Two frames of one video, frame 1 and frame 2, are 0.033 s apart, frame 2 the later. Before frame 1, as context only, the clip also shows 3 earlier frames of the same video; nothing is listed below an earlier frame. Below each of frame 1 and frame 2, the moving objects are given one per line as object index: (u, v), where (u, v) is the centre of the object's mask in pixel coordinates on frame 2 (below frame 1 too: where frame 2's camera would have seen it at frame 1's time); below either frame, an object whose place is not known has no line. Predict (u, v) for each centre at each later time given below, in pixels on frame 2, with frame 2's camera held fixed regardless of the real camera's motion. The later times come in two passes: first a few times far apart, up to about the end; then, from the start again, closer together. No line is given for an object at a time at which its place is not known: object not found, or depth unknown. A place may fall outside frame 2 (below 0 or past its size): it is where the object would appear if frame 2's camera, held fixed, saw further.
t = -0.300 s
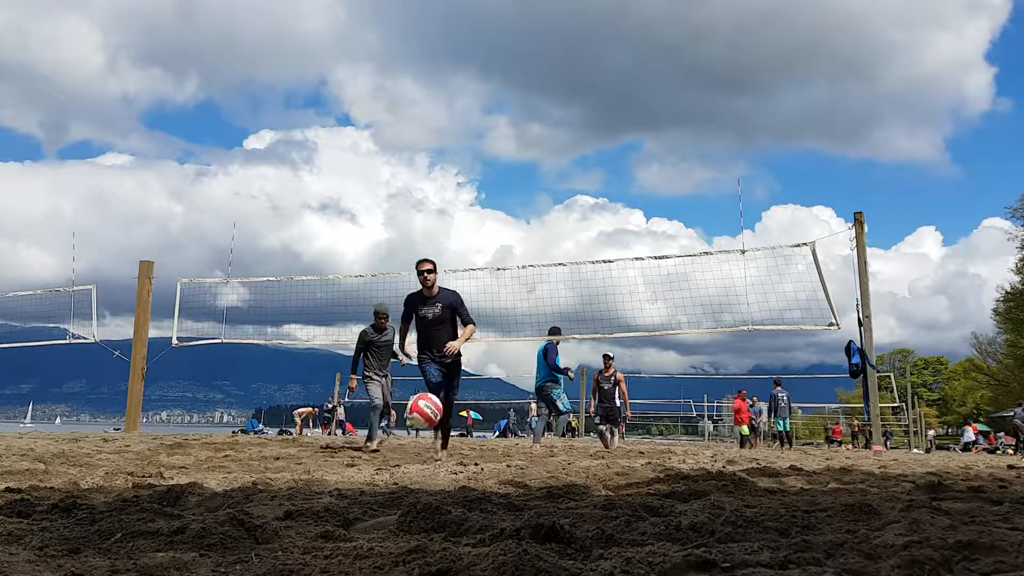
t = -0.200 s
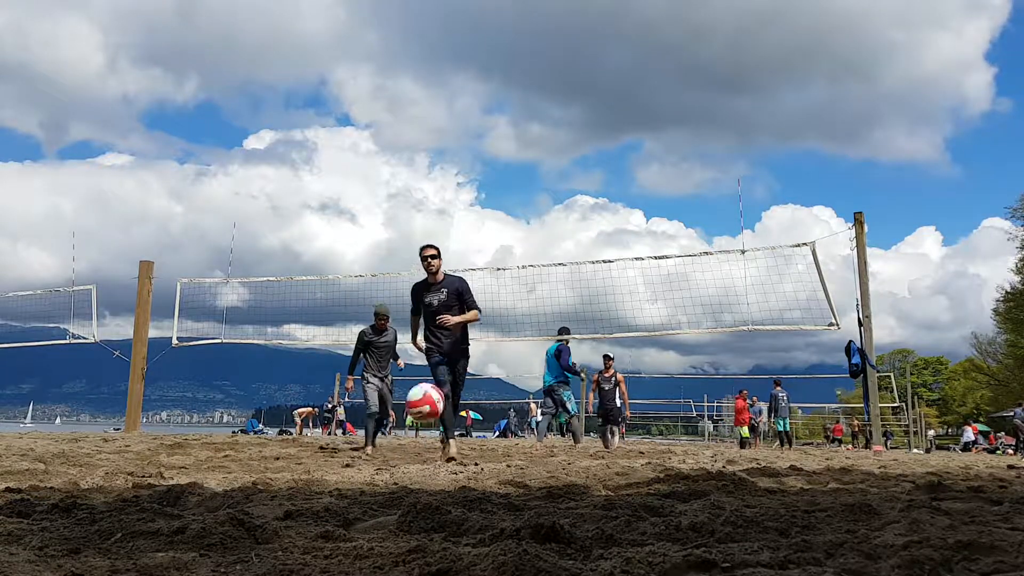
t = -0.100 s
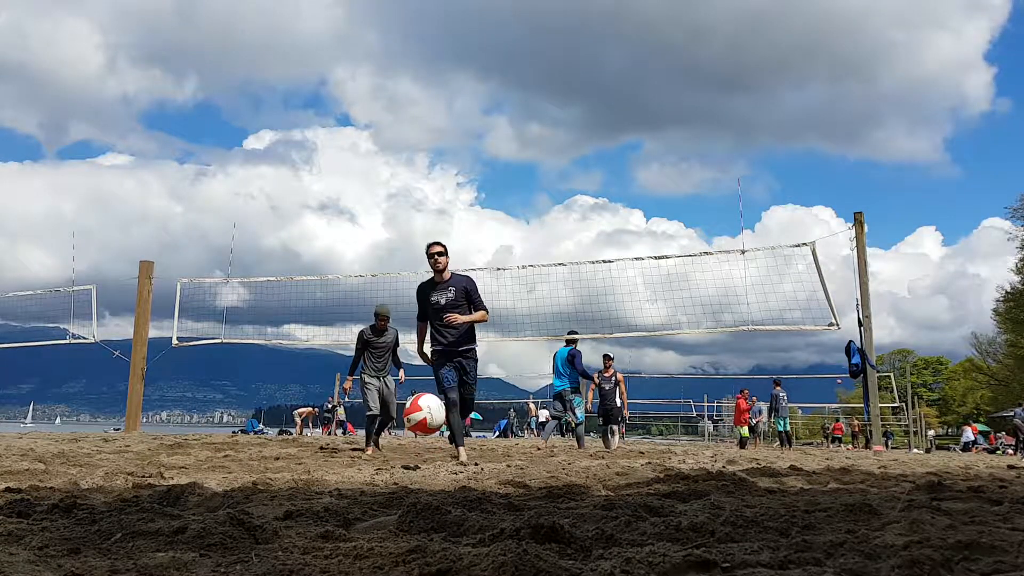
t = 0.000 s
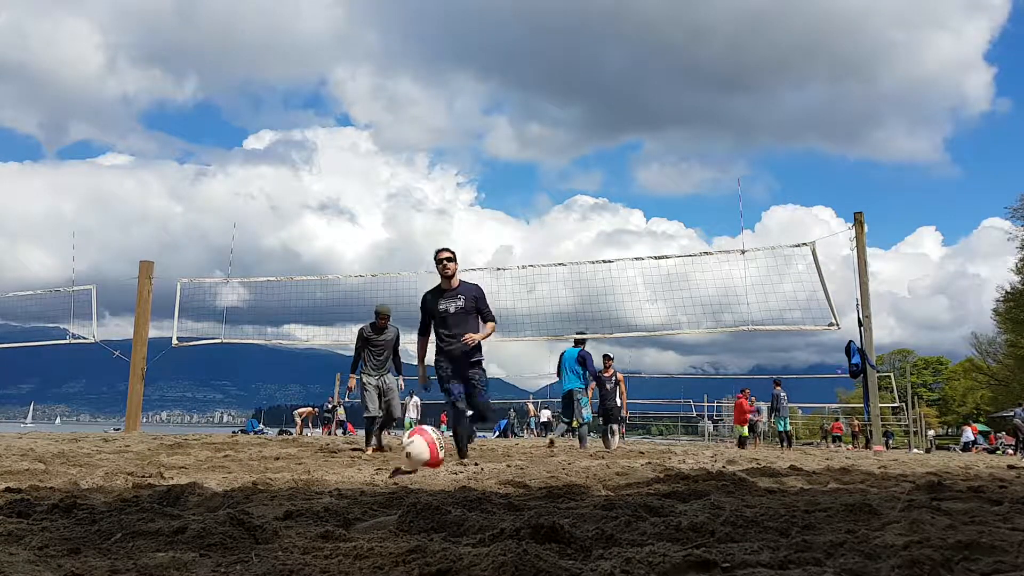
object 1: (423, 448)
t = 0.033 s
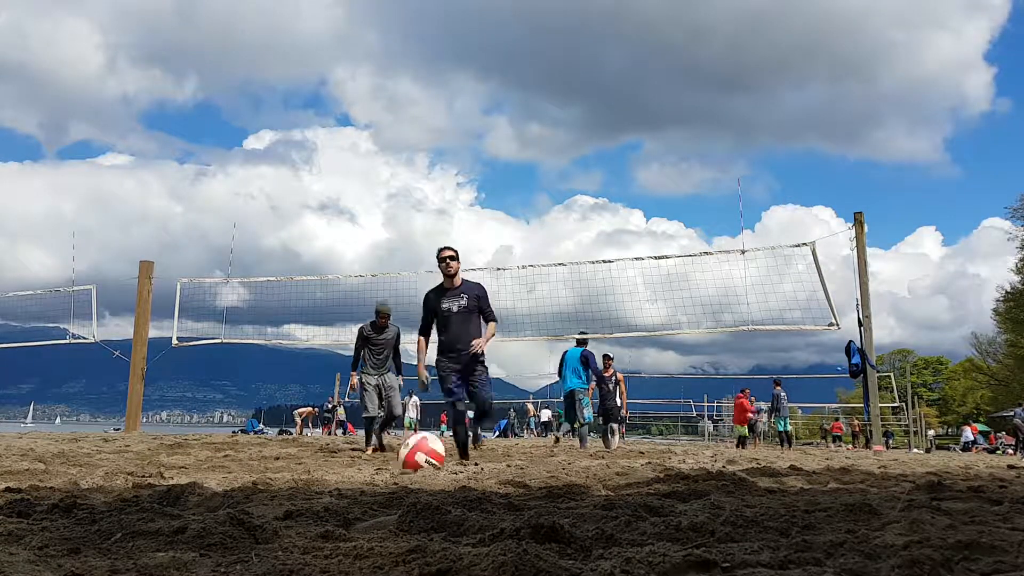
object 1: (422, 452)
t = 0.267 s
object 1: (378, 441)
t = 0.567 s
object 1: (294, 445)
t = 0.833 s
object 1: (200, 459)
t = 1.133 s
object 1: (94, 452)
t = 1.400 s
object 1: (37, 459)
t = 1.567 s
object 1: (23, 464)
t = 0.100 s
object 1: (411, 440)
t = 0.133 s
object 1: (405, 435)
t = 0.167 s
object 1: (399, 431)
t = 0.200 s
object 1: (392, 432)
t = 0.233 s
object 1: (386, 435)
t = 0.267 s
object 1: (378, 441)
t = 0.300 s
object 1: (370, 449)
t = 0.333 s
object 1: (361, 458)
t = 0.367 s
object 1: (352, 456)
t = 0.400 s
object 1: (343, 455)
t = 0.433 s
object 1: (332, 459)
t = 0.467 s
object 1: (323, 462)
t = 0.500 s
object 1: (312, 458)
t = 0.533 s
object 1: (304, 452)
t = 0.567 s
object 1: (294, 445)
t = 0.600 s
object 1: (284, 442)
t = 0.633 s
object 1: (272, 442)
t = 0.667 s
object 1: (260, 447)
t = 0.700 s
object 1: (246, 455)
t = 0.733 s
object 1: (234, 457)
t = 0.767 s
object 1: (222, 457)
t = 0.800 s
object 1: (210, 460)
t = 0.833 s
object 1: (200, 459)
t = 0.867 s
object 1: (189, 454)
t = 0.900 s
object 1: (180, 453)
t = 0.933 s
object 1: (167, 456)
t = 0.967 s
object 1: (154, 460)
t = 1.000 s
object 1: (141, 459)
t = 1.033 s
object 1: (130, 451)
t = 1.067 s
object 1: (119, 447)
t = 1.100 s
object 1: (107, 447)
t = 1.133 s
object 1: (94, 452)
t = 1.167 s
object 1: (82, 454)
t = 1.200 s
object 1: (71, 453)
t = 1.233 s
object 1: (62, 453)
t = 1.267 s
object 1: (54, 459)
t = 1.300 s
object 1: (50, 459)
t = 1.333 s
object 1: (46, 459)
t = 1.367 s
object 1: (42, 459)
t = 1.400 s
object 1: (37, 459)
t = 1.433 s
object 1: (37, 457)
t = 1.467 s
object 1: (33, 456)
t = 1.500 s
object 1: (31, 456)
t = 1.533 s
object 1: (27, 459)
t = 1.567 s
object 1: (23, 464)
